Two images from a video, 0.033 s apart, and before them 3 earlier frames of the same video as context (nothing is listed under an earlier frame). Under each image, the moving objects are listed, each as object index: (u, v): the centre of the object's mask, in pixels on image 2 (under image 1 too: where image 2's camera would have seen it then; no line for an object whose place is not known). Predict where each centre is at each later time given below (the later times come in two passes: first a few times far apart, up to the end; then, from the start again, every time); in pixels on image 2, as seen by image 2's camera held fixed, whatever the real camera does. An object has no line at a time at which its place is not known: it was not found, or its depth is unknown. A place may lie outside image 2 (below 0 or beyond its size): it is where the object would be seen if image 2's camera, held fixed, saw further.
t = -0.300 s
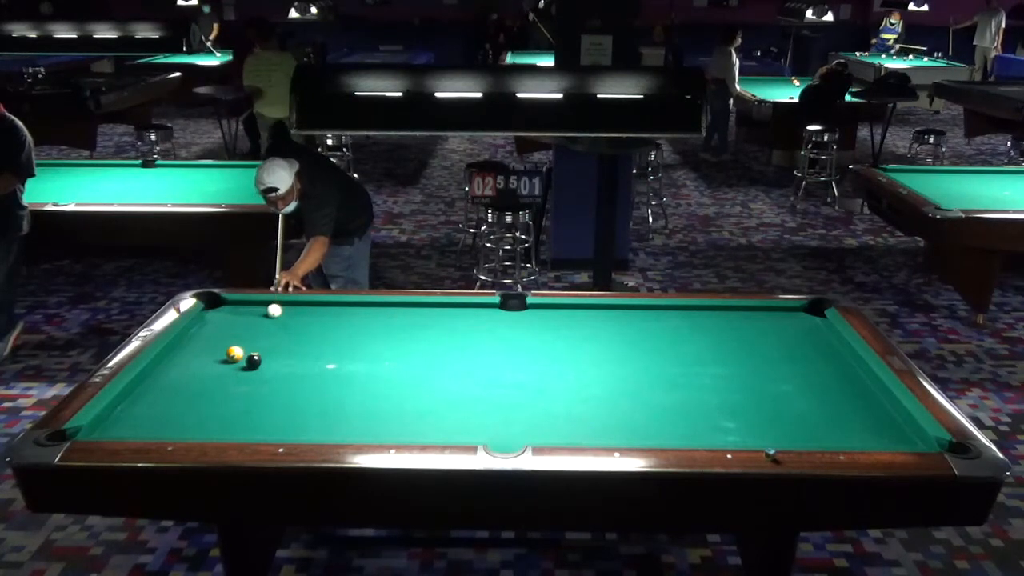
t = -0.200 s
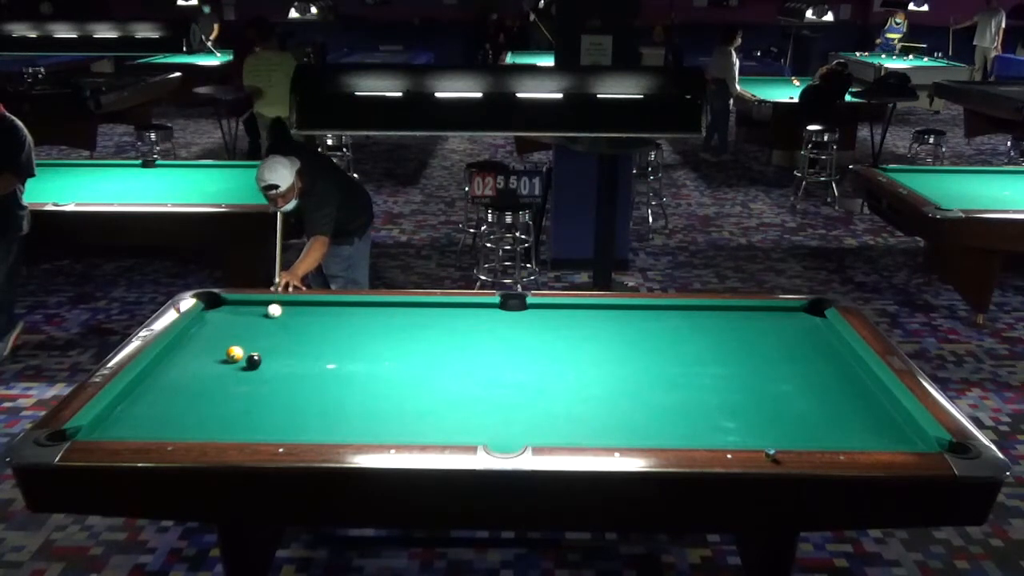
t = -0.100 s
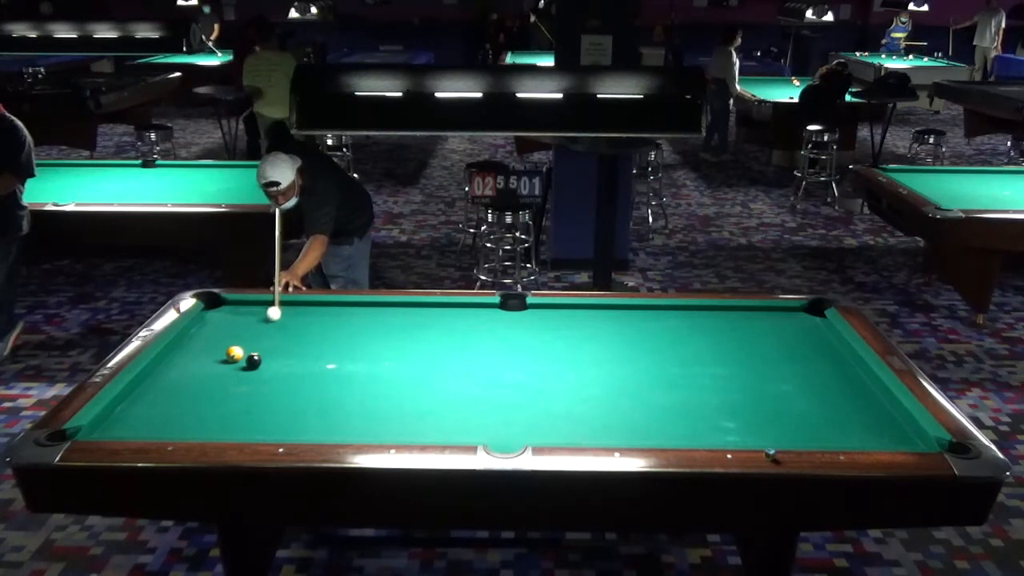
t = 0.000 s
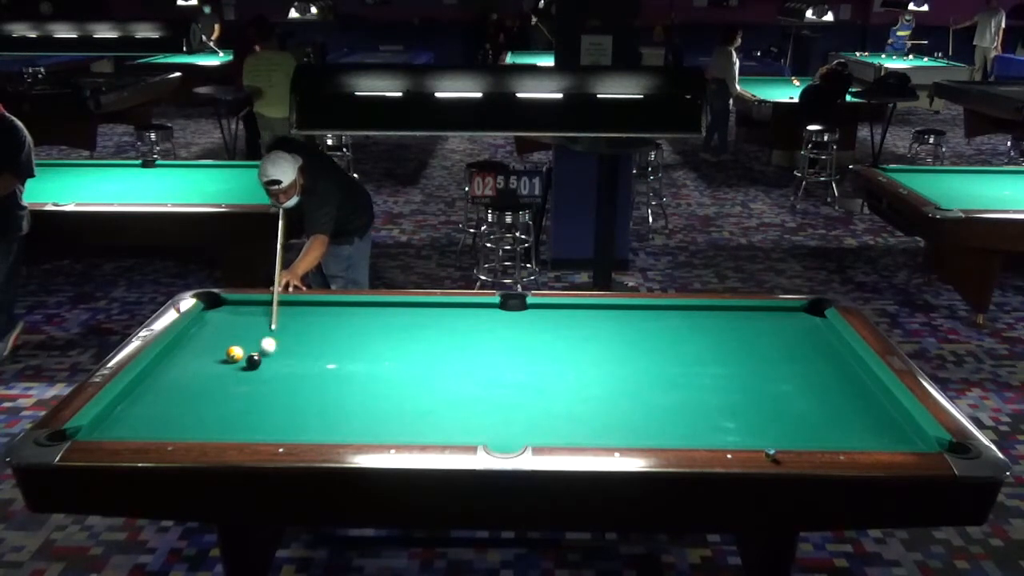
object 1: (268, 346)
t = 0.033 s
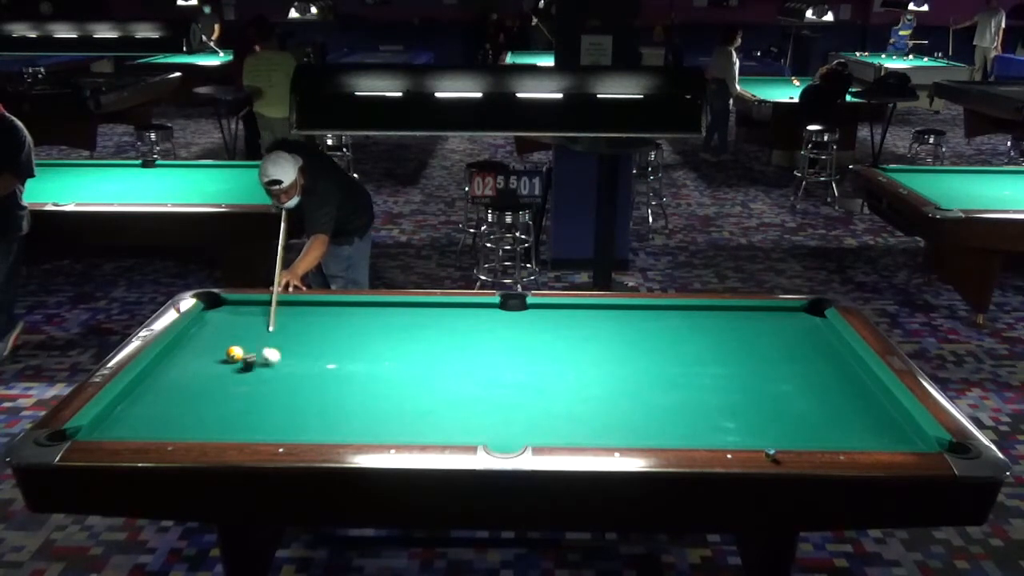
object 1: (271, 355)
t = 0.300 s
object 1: (388, 393)
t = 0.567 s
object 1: (509, 429)
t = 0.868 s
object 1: (658, 422)
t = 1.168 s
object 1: (793, 404)
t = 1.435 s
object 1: (869, 387)
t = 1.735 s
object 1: (784, 360)
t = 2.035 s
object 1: (713, 338)
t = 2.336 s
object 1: (651, 318)
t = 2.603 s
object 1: (606, 309)
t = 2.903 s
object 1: (563, 318)
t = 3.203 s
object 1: (520, 327)
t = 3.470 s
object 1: (481, 336)
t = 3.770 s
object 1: (437, 346)
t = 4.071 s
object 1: (393, 356)
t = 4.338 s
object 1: (352, 365)
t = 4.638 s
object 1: (307, 375)
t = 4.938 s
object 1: (261, 386)
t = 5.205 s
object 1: (220, 395)
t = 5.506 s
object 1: (174, 406)
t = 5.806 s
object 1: (129, 416)
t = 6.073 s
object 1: (97, 426)
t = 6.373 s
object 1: (107, 430)
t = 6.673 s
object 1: (122, 427)
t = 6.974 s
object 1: (134, 424)
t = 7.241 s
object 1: (142, 422)
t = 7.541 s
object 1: (149, 420)
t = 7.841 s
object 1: (154, 418)
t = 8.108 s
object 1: (156, 418)
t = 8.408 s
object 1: (157, 417)
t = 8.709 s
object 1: (157, 417)
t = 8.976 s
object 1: (157, 417)
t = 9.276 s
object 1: (157, 417)
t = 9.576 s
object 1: (157, 417)
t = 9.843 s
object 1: (157, 417)
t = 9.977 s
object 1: (157, 417)
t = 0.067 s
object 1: (286, 361)
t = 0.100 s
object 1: (301, 366)
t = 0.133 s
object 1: (316, 371)
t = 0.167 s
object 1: (331, 375)
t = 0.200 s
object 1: (346, 380)
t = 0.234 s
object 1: (360, 384)
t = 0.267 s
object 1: (374, 389)
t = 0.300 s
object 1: (388, 393)
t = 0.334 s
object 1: (402, 397)
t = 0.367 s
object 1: (417, 401)
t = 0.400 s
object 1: (431, 406)
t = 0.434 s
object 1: (446, 410)
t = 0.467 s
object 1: (462, 415)
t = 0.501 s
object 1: (477, 419)
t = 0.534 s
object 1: (494, 424)
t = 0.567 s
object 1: (509, 429)
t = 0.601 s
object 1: (525, 432)
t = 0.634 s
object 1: (542, 435)
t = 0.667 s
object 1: (560, 433)
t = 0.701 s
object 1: (576, 431)
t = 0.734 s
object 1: (593, 430)
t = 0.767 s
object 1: (610, 429)
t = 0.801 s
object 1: (626, 426)
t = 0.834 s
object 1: (642, 424)
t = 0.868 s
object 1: (658, 422)
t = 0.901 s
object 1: (674, 420)
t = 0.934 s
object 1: (689, 418)
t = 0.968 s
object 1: (704, 416)
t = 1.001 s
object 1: (719, 414)
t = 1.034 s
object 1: (734, 412)
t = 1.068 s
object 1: (749, 410)
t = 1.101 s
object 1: (764, 408)
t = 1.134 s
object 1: (778, 406)
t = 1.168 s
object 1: (793, 404)
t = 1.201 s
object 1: (807, 402)
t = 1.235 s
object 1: (820, 400)
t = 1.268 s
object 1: (834, 398)
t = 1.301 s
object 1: (847, 396)
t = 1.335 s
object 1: (860, 394)
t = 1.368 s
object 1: (873, 392)
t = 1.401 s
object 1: (881, 390)
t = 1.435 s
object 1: (869, 387)
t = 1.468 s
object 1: (857, 384)
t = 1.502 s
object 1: (846, 380)
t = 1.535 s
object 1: (837, 377)
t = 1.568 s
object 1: (828, 374)
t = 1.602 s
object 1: (819, 372)
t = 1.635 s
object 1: (809, 369)
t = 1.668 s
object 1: (801, 366)
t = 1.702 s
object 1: (792, 363)
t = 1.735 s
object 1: (784, 360)
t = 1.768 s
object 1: (775, 358)
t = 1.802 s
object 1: (767, 355)
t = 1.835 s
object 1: (759, 353)
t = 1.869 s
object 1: (751, 350)
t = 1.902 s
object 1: (743, 348)
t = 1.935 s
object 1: (735, 345)
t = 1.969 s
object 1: (728, 343)
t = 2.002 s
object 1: (720, 340)
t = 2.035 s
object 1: (713, 338)
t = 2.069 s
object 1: (706, 335)
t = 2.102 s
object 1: (699, 333)
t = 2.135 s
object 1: (692, 331)
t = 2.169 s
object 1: (685, 329)
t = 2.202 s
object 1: (678, 327)
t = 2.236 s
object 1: (671, 325)
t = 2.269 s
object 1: (665, 322)
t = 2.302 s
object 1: (658, 321)
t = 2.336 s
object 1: (651, 318)
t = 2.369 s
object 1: (646, 316)
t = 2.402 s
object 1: (639, 315)
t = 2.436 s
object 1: (633, 312)
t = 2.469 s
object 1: (627, 311)
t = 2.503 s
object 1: (621, 309)
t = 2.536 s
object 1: (615, 307)
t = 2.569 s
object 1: (610, 308)
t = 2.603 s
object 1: (606, 309)
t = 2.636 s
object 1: (601, 310)
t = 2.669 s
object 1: (596, 311)
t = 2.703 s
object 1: (592, 312)
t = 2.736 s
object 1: (587, 313)
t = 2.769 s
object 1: (582, 314)
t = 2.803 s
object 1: (578, 315)
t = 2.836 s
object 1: (573, 316)
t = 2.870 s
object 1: (568, 317)
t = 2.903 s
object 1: (563, 318)
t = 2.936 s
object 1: (559, 319)
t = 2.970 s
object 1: (554, 320)
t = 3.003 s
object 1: (549, 321)
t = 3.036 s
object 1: (544, 322)
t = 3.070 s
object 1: (539, 323)
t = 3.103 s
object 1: (535, 324)
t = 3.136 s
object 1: (530, 325)
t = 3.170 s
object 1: (525, 326)
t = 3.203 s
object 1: (520, 327)
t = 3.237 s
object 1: (515, 328)
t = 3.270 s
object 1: (510, 329)
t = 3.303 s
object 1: (506, 330)
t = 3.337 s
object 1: (501, 332)
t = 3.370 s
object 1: (496, 332)
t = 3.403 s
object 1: (491, 333)
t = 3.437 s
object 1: (486, 334)
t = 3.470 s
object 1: (481, 336)
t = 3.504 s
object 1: (476, 337)
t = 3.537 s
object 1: (471, 338)
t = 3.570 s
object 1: (467, 339)
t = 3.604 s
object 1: (462, 340)
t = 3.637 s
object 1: (457, 341)
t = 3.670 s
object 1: (452, 342)
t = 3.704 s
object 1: (447, 343)
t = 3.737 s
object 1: (442, 345)
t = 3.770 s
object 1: (437, 346)
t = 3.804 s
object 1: (432, 347)
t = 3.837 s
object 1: (427, 348)
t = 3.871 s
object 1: (422, 349)
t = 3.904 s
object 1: (417, 350)
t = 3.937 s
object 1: (413, 351)
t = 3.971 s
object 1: (408, 352)
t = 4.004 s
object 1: (402, 354)
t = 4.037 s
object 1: (398, 355)
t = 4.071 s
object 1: (393, 356)
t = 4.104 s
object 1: (387, 357)
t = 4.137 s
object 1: (383, 358)
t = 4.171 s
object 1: (377, 359)
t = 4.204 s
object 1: (372, 360)
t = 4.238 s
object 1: (367, 362)
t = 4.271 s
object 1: (362, 363)
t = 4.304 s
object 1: (357, 364)
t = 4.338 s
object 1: (352, 365)
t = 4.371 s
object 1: (347, 366)
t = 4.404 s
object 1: (342, 367)
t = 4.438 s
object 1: (337, 368)
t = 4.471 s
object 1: (332, 370)
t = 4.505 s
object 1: (327, 371)
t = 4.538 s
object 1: (322, 372)
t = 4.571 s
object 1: (317, 373)
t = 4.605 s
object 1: (312, 374)
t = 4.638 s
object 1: (307, 375)
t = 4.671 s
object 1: (302, 376)
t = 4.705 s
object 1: (297, 377)
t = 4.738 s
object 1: (291, 379)
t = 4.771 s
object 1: (286, 380)
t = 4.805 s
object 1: (281, 381)
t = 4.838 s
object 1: (276, 382)
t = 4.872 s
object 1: (271, 384)
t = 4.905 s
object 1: (266, 385)
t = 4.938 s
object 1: (261, 386)
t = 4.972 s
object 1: (256, 387)
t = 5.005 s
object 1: (251, 388)
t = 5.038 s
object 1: (245, 389)
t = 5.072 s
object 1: (240, 391)
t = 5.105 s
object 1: (235, 392)
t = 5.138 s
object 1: (230, 393)
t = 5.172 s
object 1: (226, 394)
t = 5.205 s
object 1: (220, 395)
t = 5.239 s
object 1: (215, 396)
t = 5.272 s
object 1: (210, 398)
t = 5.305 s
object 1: (205, 399)
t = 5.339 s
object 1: (200, 400)
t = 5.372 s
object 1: (195, 401)
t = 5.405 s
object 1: (189, 402)
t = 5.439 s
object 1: (184, 403)
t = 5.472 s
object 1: (179, 405)
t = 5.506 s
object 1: (174, 406)
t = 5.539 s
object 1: (169, 407)
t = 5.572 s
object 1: (164, 408)
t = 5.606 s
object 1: (160, 410)
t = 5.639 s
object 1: (154, 411)
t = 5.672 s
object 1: (149, 412)
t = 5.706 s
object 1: (144, 413)
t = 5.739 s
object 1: (139, 414)
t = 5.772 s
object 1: (134, 415)
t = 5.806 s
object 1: (129, 416)
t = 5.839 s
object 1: (125, 417)
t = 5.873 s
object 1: (119, 419)
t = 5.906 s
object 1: (115, 420)
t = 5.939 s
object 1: (109, 421)
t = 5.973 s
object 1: (105, 422)
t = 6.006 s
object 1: (98, 424)
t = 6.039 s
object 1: (96, 424)
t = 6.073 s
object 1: (97, 426)
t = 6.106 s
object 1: (98, 426)
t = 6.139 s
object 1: (100, 426)
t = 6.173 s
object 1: (101, 427)
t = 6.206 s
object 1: (102, 428)
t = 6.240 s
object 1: (103, 428)
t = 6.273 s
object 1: (104, 429)
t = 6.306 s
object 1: (105, 429)
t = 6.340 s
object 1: (106, 430)
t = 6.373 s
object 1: (107, 430)
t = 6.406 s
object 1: (109, 429)
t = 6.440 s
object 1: (111, 429)
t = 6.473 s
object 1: (113, 429)
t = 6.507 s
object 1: (115, 429)
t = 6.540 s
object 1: (116, 428)
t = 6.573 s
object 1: (117, 428)
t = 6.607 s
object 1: (119, 427)
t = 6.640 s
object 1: (121, 427)
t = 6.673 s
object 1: (122, 427)
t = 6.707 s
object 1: (124, 426)
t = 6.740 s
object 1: (125, 426)
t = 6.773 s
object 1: (127, 425)
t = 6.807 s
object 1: (128, 425)
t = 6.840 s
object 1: (129, 425)
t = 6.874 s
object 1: (131, 425)
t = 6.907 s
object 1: (132, 425)
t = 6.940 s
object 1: (133, 424)
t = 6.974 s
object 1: (134, 424)
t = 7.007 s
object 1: (135, 424)
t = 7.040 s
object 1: (136, 424)
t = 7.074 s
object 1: (137, 423)
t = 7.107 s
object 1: (138, 423)
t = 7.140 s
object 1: (139, 423)
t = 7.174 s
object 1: (140, 423)
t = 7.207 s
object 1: (141, 422)
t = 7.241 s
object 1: (142, 422)
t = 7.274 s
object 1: (143, 422)
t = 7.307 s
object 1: (144, 422)
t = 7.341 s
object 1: (144, 421)
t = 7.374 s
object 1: (145, 421)
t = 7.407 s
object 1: (146, 421)
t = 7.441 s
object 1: (147, 420)
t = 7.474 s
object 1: (148, 420)
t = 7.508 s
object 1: (149, 420)
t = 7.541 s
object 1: (149, 420)
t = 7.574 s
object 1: (150, 420)
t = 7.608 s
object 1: (150, 420)
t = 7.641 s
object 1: (151, 419)
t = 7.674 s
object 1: (152, 419)
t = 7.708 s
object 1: (152, 419)
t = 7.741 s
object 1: (152, 419)
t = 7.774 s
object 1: (153, 419)
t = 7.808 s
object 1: (153, 419)
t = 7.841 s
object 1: (154, 418)
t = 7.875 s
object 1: (154, 418)
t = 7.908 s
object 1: (155, 418)
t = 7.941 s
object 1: (155, 418)
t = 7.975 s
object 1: (155, 418)
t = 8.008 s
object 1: (155, 418)
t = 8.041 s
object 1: (156, 418)
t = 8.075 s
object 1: (156, 418)
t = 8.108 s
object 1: (156, 418)
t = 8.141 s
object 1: (156, 418)
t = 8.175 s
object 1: (157, 417)
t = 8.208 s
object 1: (157, 417)
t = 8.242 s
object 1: (157, 417)
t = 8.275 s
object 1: (157, 417)
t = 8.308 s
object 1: (157, 417)
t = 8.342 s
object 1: (157, 417)
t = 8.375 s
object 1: (157, 417)
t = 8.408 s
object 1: (157, 417)
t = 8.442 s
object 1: (157, 417)
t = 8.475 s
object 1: (157, 417)
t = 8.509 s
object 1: (157, 417)
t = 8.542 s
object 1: (157, 417)
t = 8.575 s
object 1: (157, 417)
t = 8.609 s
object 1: (157, 417)
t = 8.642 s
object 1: (157, 417)
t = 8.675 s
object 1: (157, 417)
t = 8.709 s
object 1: (157, 417)
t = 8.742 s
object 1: (157, 417)
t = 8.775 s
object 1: (157, 417)
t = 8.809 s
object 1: (157, 417)
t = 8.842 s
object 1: (157, 417)
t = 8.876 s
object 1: (157, 417)
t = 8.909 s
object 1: (157, 417)
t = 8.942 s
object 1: (157, 417)
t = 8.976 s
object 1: (157, 417)
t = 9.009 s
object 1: (157, 417)
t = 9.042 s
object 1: (157, 417)
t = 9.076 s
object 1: (157, 417)
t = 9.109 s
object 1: (157, 417)
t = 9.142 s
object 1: (157, 417)
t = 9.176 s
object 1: (157, 417)
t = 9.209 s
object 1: (157, 417)
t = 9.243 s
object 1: (157, 417)
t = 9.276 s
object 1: (157, 417)
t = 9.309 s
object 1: (157, 417)
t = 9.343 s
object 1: (157, 417)
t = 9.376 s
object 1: (157, 417)
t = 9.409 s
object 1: (157, 417)
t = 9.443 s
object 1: (157, 417)
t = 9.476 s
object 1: (157, 417)
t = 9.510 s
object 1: (157, 417)
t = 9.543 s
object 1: (157, 417)
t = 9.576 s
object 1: (157, 417)
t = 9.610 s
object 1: (157, 417)
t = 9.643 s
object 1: (157, 417)
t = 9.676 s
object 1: (157, 417)
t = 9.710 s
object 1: (157, 417)
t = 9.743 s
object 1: (157, 417)
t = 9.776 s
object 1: (157, 417)
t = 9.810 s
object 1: (157, 417)
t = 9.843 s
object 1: (157, 417)
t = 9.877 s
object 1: (157, 417)
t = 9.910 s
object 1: (157, 417)
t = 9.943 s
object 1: (157, 417)
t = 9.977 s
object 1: (157, 417)
